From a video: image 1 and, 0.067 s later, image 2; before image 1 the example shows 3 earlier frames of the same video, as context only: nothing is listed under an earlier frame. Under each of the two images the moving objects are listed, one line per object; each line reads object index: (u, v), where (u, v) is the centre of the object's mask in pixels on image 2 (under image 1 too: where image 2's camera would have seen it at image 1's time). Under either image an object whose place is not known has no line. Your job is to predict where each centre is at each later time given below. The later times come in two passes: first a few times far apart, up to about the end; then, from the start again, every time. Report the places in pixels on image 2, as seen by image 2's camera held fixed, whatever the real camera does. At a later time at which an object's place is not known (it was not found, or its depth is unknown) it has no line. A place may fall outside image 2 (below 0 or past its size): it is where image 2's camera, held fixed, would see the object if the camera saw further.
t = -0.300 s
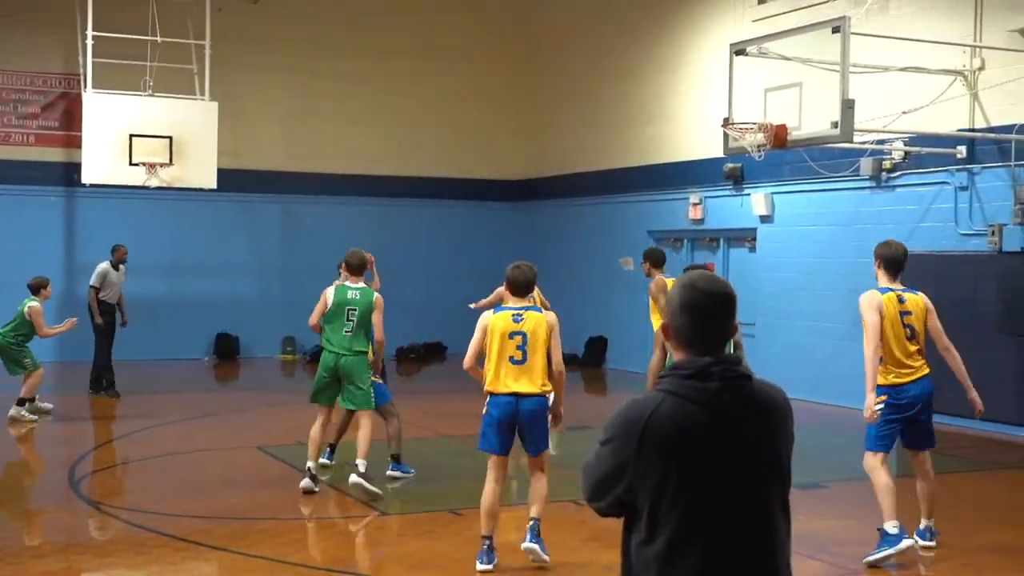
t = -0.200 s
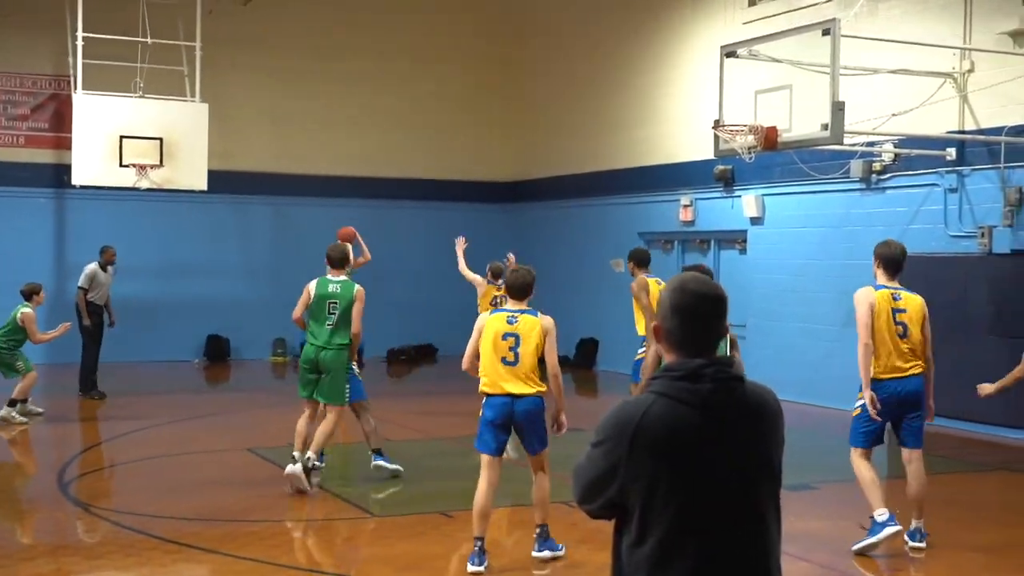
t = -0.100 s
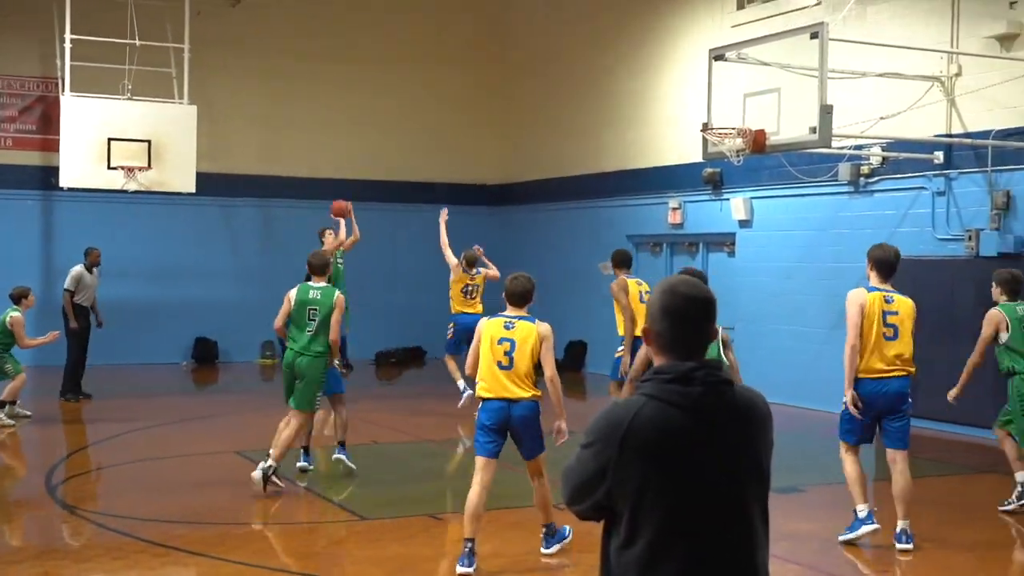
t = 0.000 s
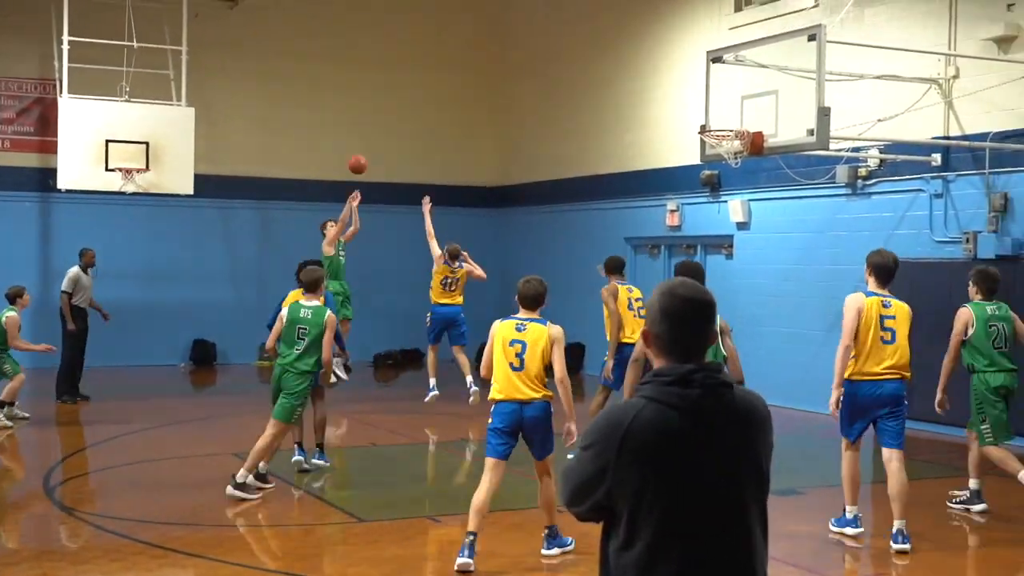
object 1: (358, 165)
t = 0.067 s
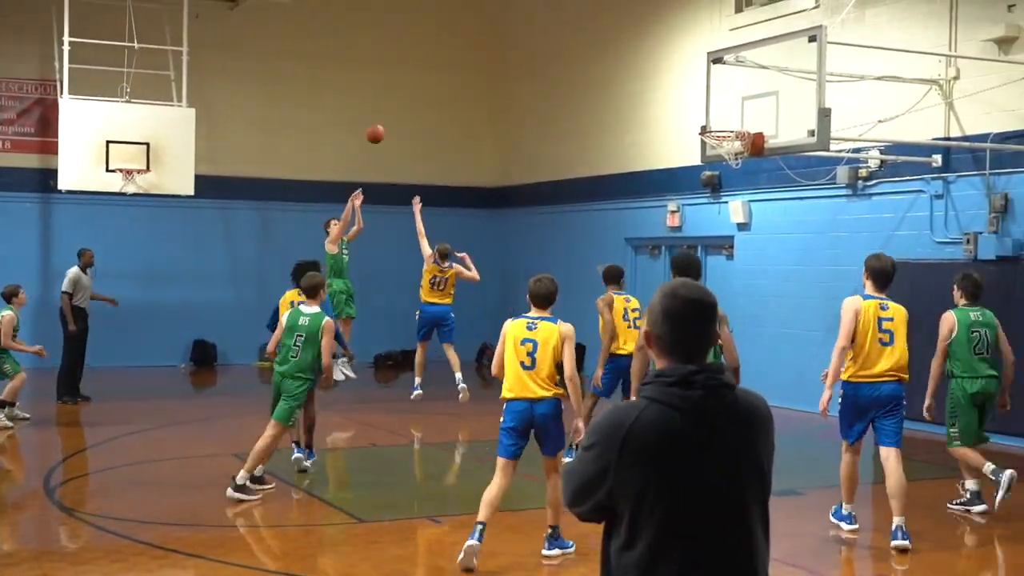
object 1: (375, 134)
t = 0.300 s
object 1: (437, 46)
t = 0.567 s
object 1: (515, -5)
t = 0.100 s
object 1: (384, 119)
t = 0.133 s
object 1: (393, 105)
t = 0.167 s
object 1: (401, 92)
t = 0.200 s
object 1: (410, 79)
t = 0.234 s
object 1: (419, 67)
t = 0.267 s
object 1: (428, 56)
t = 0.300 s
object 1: (437, 46)
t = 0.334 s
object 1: (446, 35)
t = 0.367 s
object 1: (456, 26)
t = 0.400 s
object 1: (465, 18)
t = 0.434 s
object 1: (475, 11)
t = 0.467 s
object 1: (485, 5)
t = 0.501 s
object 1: (495, 0)
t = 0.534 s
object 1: (505, -3)
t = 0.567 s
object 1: (515, -5)
